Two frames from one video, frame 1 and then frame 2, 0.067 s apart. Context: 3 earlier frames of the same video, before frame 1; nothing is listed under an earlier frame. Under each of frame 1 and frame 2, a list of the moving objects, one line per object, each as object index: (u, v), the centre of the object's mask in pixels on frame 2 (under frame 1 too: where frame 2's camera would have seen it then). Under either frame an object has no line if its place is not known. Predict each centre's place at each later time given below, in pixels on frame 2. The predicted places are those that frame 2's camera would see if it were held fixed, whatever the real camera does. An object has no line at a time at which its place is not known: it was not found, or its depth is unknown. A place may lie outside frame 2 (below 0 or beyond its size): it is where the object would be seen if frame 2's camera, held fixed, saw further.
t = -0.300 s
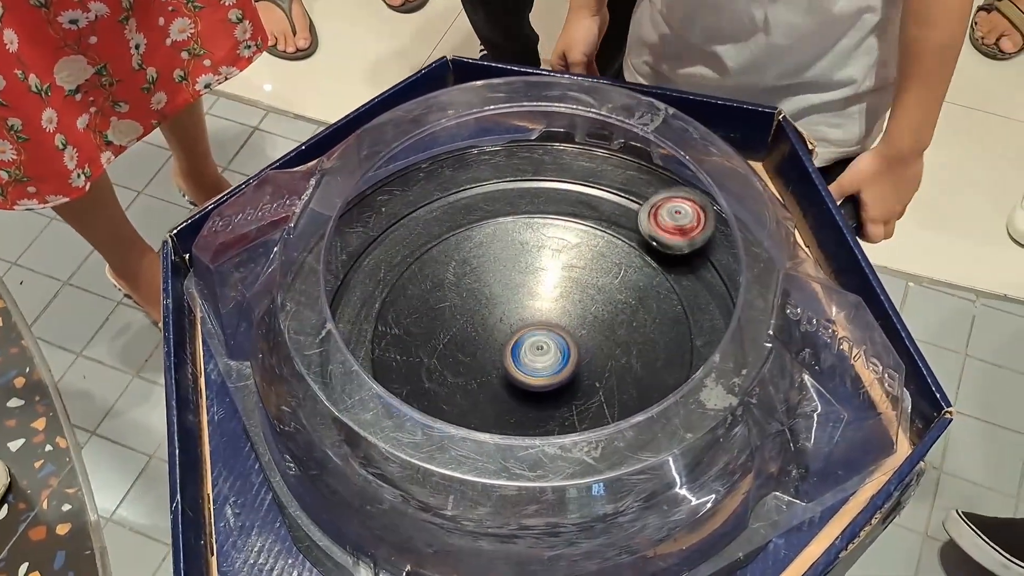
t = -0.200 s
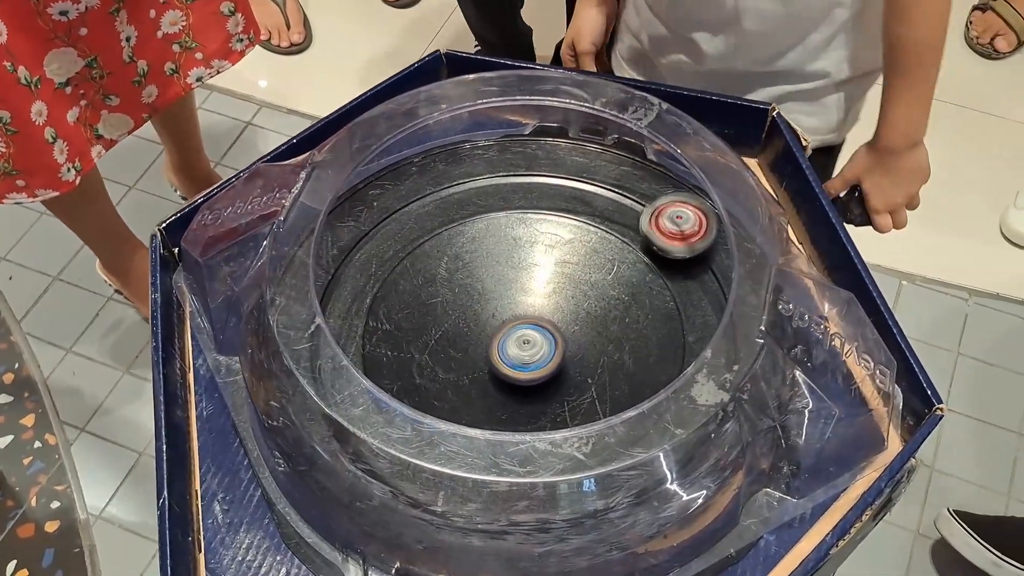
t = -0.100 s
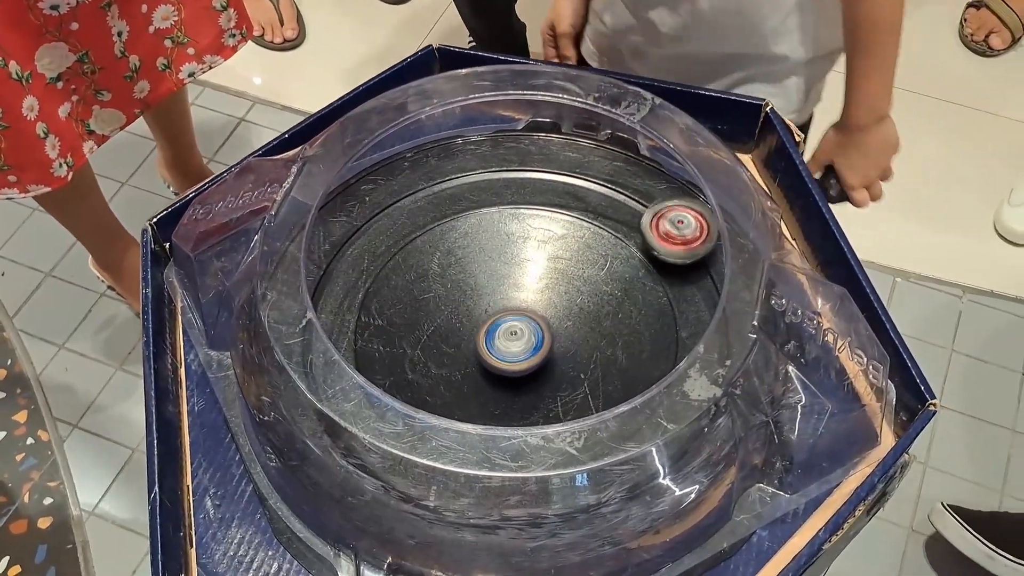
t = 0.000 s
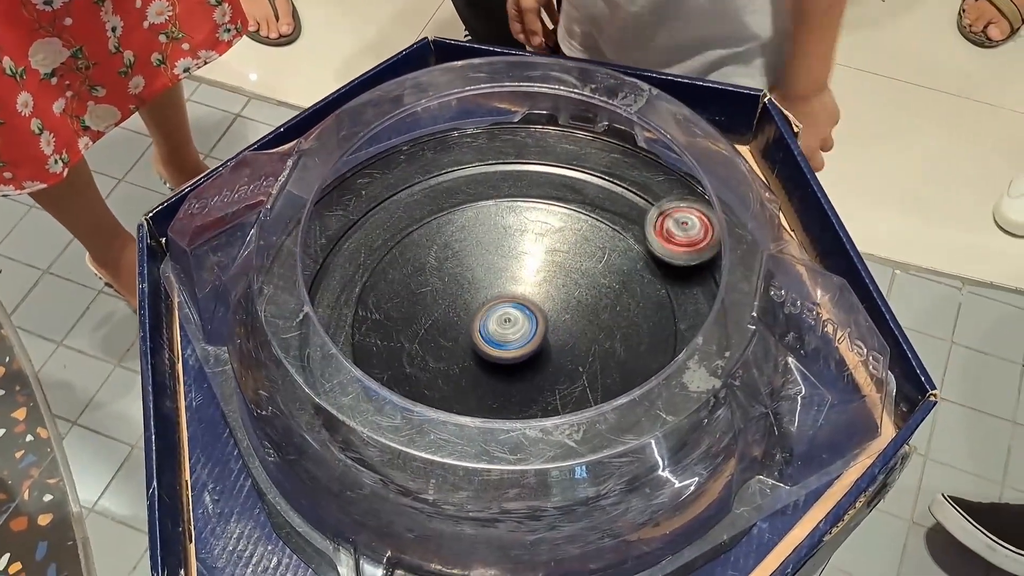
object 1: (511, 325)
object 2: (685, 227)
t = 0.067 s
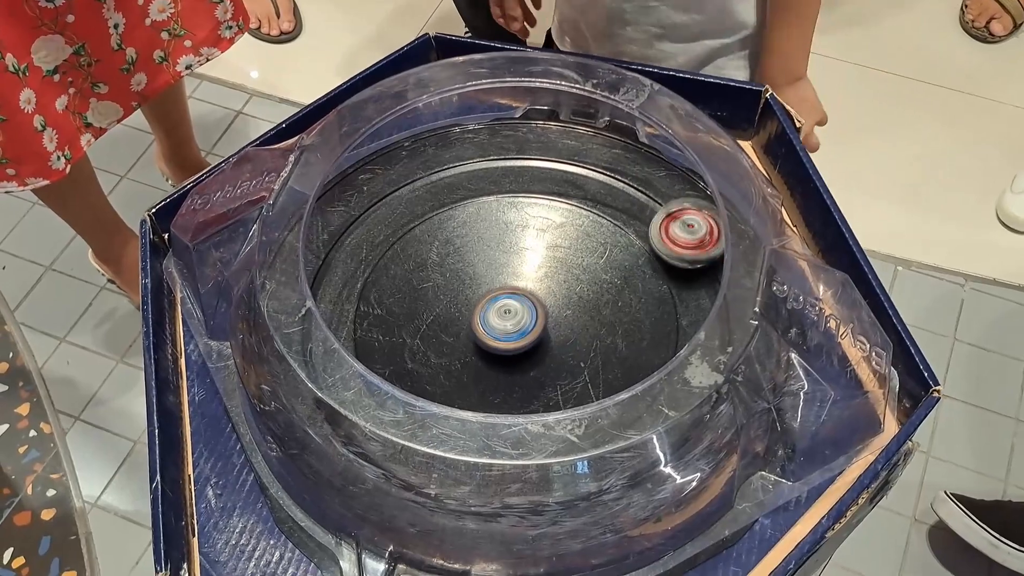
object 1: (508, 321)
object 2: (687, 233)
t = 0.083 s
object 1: (508, 319)
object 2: (687, 235)
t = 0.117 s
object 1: (507, 317)
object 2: (689, 239)
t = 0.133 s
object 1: (507, 316)
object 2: (690, 241)
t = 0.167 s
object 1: (507, 314)
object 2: (691, 243)
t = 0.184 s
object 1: (507, 313)
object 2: (691, 245)
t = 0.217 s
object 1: (507, 311)
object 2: (692, 248)
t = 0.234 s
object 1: (508, 310)
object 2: (692, 251)
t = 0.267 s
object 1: (509, 307)
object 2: (694, 254)
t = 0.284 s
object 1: (509, 307)
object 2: (693, 255)
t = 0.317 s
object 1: (510, 305)
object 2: (693, 258)
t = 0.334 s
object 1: (511, 304)
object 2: (693, 260)
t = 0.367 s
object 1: (512, 303)
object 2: (694, 264)
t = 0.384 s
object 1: (513, 303)
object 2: (695, 265)
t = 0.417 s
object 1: (514, 302)
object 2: (694, 268)
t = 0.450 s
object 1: (515, 301)
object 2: (693, 271)
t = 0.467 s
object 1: (515, 301)
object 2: (693, 273)
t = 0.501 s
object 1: (516, 301)
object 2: (693, 276)
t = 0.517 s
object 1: (517, 301)
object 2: (693, 278)
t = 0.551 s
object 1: (518, 301)
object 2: (692, 280)
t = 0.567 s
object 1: (518, 302)
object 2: (692, 282)
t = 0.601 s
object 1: (519, 302)
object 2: (698, 287)
